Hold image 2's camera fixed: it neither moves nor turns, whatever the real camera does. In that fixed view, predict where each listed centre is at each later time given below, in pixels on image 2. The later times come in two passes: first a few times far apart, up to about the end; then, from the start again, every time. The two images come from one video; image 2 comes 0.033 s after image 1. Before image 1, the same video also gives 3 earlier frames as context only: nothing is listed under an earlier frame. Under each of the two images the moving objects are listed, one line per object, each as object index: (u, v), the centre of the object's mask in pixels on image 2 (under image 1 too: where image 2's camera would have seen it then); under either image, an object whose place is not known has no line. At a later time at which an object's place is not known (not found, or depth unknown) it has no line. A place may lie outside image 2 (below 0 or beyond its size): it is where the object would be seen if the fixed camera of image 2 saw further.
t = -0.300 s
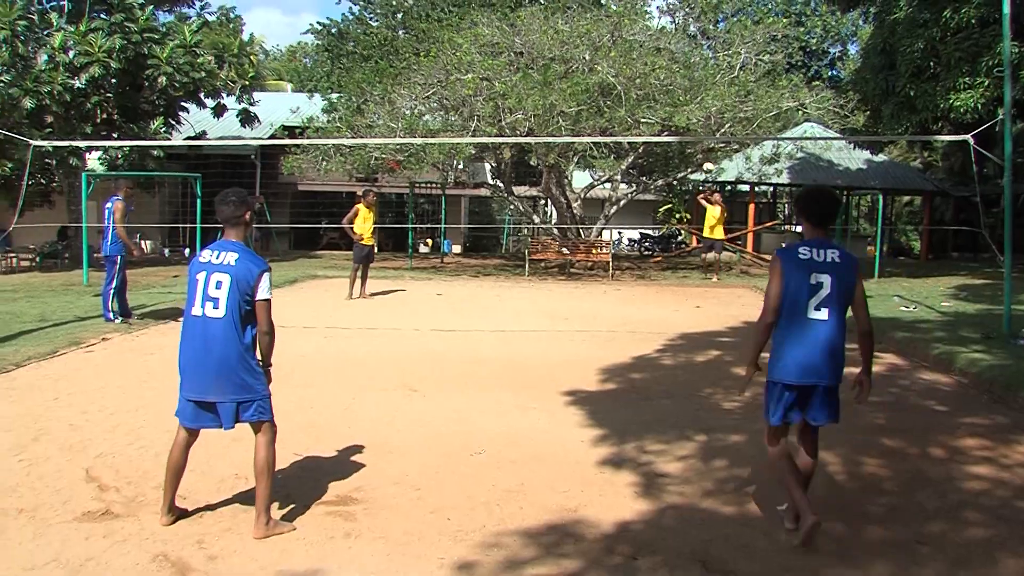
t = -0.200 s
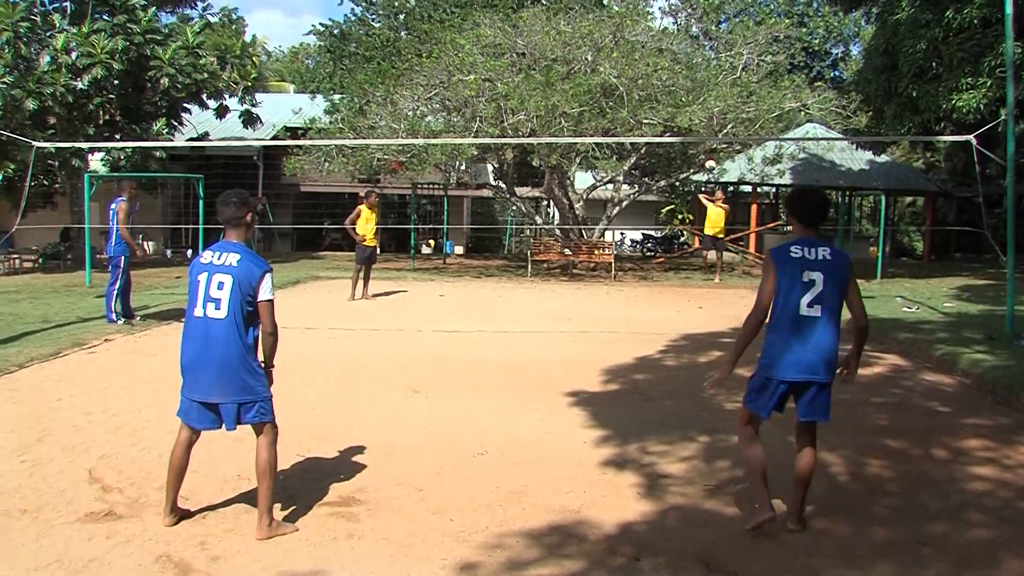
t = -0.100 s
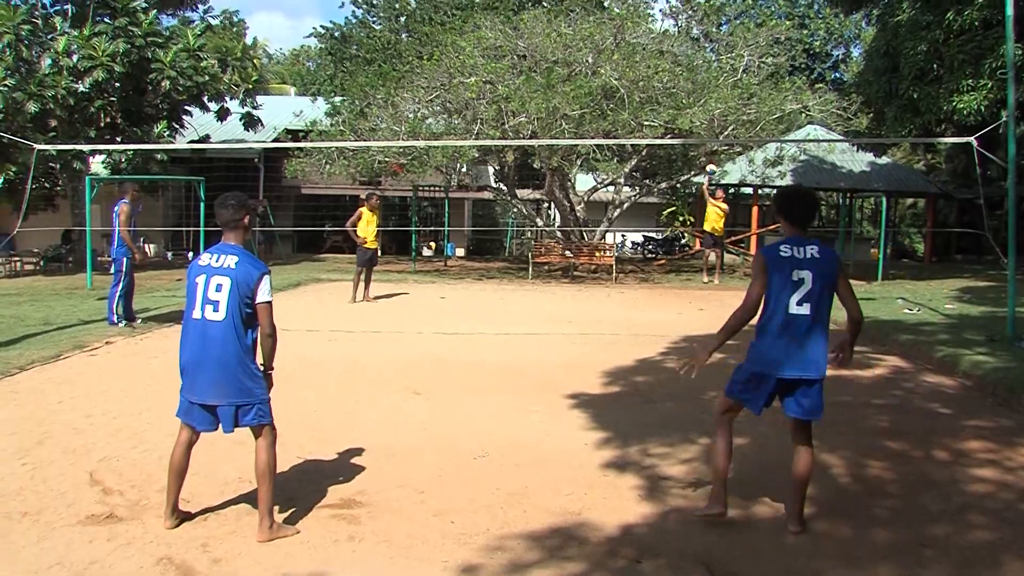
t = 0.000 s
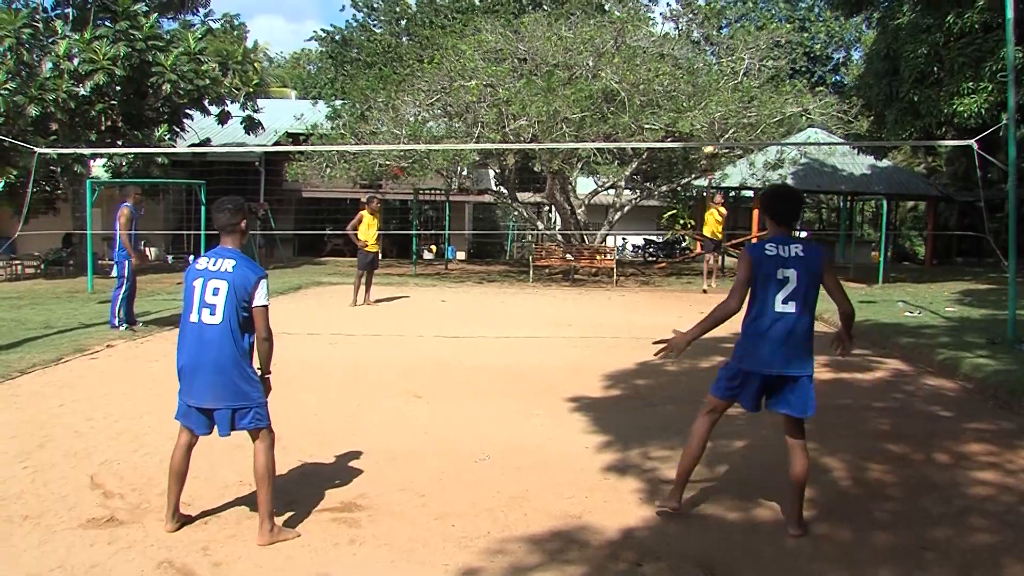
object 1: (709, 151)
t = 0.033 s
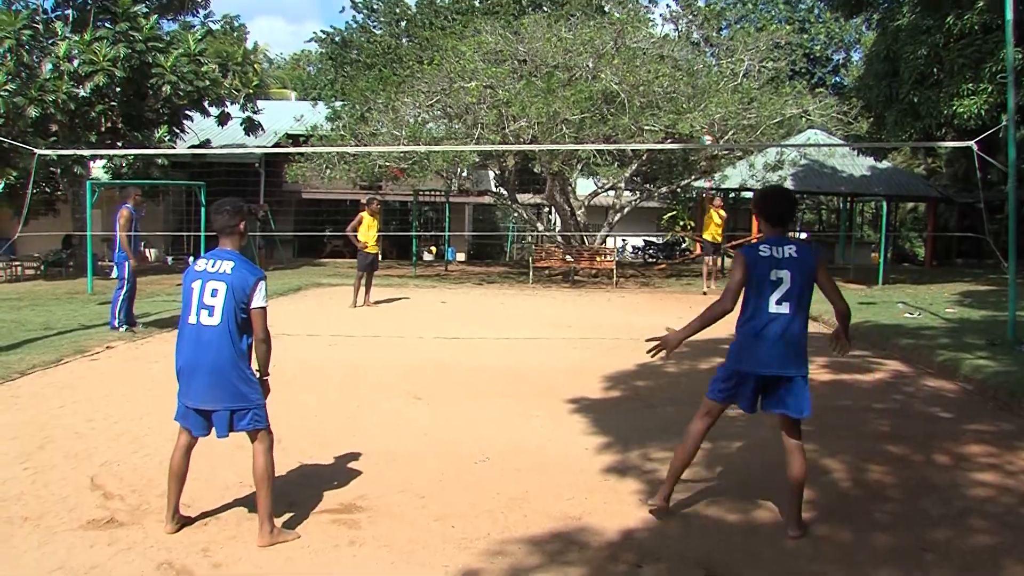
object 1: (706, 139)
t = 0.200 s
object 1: (696, 97)
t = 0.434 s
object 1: (672, 55)
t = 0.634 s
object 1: (640, 43)
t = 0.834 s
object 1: (585, 66)
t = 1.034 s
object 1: (492, 165)
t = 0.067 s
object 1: (705, 130)
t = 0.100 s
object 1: (702, 123)
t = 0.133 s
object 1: (700, 113)
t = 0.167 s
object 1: (698, 105)
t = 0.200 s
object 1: (696, 97)
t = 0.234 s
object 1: (693, 90)
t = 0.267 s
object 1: (690, 83)
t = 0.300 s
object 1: (687, 76)
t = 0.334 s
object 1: (683, 69)
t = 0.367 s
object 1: (680, 65)
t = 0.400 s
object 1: (676, 59)
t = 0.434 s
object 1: (672, 55)
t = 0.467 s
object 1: (668, 51)
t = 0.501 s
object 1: (663, 48)
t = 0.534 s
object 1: (659, 46)
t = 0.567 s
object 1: (653, 45)
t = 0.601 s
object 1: (647, 45)
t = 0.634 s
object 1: (640, 43)
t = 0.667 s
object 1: (632, 46)
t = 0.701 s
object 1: (625, 47)
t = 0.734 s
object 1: (616, 51)
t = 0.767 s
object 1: (608, 54)
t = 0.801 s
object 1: (597, 60)
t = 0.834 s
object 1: (585, 66)
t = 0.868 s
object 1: (573, 76)
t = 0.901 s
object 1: (560, 88)
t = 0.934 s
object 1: (545, 103)
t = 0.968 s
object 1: (530, 120)
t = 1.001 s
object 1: (512, 143)
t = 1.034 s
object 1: (492, 165)
